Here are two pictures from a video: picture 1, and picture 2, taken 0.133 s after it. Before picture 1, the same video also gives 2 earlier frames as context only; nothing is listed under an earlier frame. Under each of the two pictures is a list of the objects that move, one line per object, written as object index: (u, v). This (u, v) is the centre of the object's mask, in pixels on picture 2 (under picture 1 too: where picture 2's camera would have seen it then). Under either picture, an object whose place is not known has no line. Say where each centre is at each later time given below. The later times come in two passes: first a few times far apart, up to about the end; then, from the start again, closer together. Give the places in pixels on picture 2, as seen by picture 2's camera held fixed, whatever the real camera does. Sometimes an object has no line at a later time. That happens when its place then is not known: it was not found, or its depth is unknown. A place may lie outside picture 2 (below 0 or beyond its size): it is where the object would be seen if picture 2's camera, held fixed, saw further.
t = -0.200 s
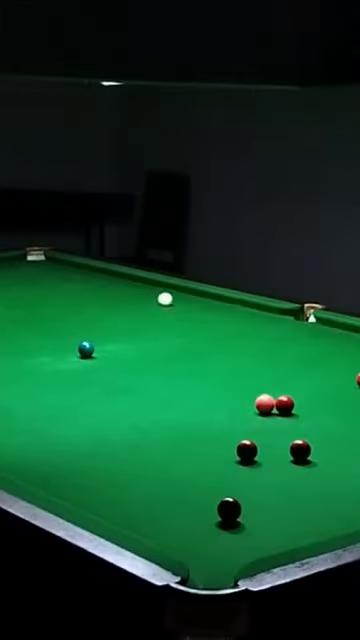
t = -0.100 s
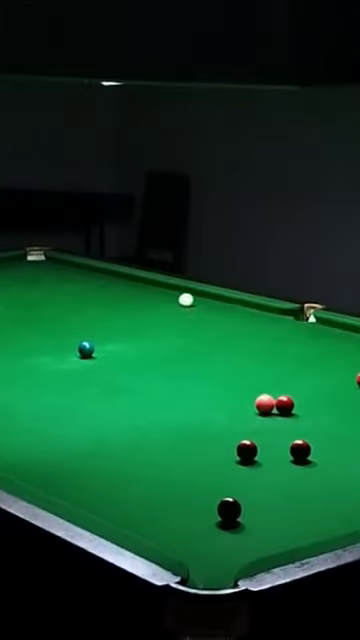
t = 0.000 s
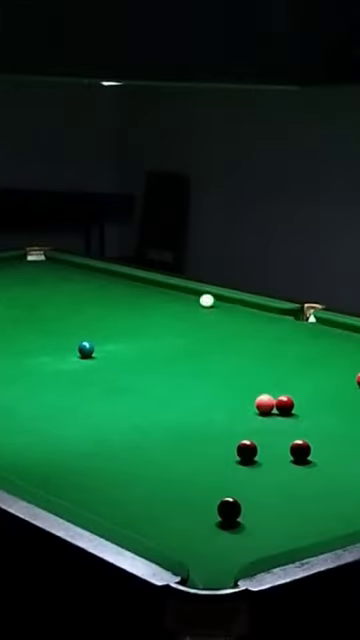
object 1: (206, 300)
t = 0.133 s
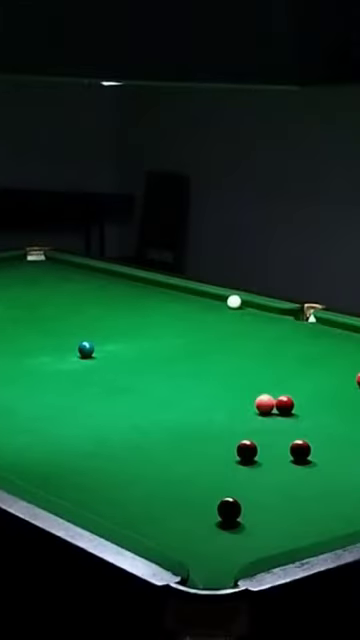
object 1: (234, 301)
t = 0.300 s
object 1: (242, 307)
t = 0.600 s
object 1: (251, 316)
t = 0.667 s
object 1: (253, 319)
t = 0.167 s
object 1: (239, 302)
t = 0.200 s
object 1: (239, 303)
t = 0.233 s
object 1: (240, 304)
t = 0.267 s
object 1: (241, 305)
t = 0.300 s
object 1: (242, 307)
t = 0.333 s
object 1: (244, 308)
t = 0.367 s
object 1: (245, 309)
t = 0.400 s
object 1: (246, 310)
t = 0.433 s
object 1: (247, 311)
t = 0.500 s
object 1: (248, 313)
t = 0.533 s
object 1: (249, 314)
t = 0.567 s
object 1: (250, 315)
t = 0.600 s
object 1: (251, 316)
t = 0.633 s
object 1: (252, 318)
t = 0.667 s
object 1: (253, 319)
